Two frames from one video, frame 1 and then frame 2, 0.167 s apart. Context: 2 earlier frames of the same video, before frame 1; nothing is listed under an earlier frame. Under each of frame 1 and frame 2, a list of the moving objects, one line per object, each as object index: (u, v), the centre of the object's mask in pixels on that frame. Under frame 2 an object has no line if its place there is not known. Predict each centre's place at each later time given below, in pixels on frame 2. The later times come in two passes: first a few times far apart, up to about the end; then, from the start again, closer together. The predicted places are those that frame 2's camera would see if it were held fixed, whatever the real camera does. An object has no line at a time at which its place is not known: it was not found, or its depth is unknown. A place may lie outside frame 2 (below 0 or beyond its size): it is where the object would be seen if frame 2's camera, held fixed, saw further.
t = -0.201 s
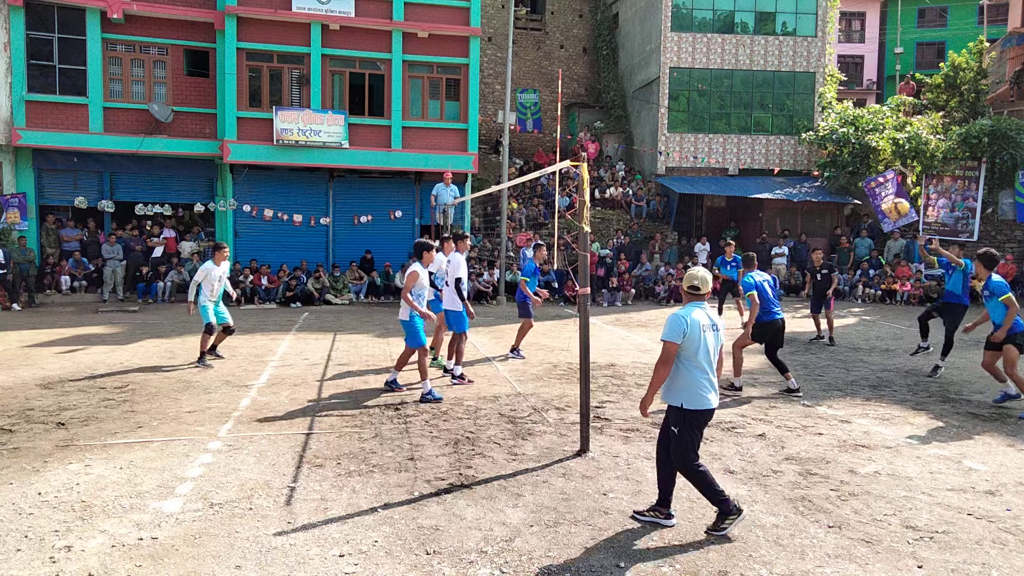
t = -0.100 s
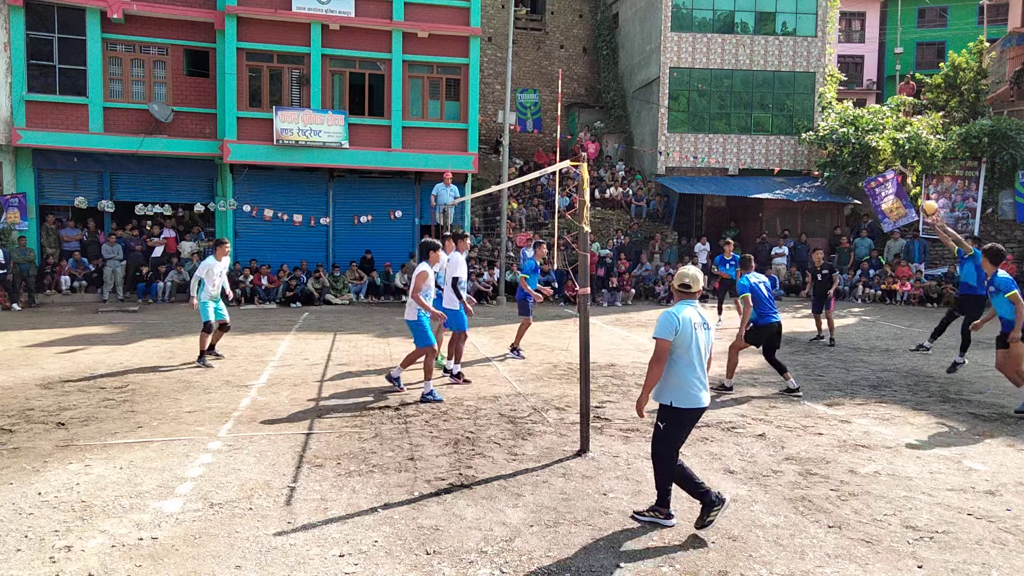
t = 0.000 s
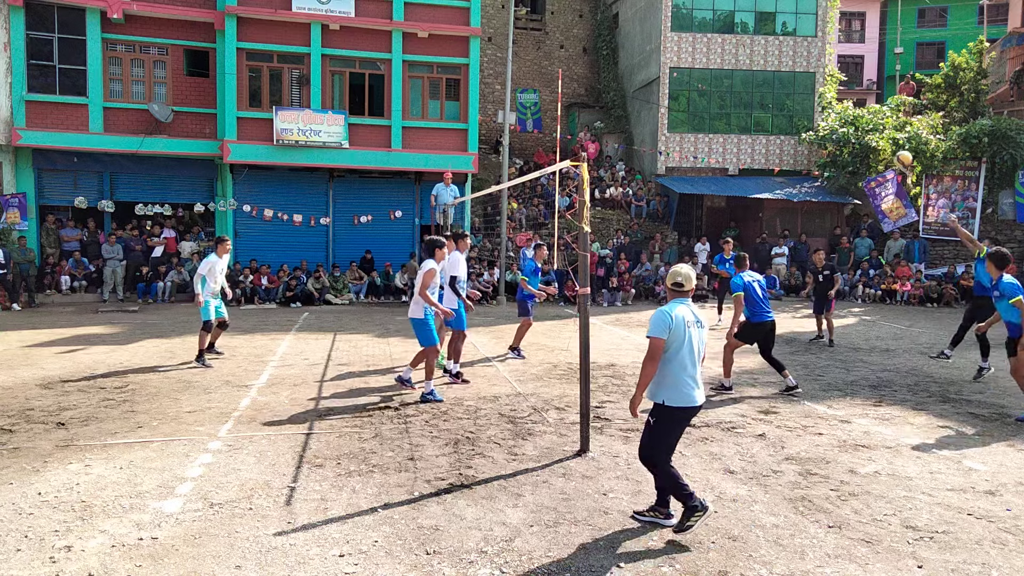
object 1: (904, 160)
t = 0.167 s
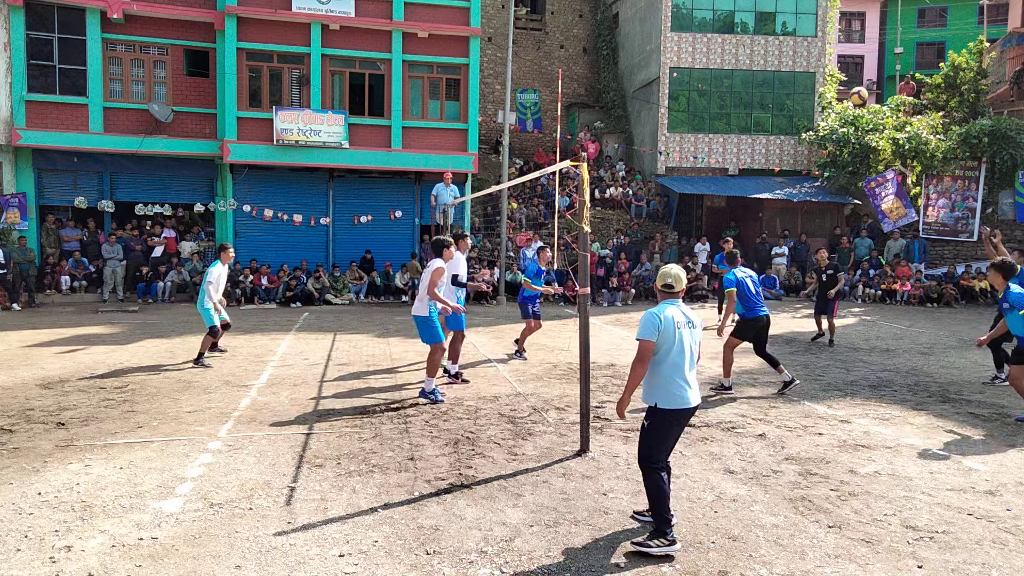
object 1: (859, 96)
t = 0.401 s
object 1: (796, 44)
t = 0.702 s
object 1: (716, 42)
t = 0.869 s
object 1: (673, 71)
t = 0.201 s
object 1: (849, 86)
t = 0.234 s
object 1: (842, 77)
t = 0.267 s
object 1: (832, 69)
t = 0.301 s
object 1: (823, 60)
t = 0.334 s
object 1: (813, 55)
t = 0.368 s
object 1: (805, 50)
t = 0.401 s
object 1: (796, 44)
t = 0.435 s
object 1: (787, 40)
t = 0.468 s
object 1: (778, 36)
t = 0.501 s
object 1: (769, 34)
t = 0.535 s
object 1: (760, 33)
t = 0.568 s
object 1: (751, 34)
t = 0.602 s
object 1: (742, 34)
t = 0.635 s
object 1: (733, 36)
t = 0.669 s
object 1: (725, 39)
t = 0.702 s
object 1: (716, 42)
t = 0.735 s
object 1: (707, 46)
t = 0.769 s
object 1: (699, 51)
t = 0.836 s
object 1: (682, 64)
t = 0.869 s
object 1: (673, 71)
